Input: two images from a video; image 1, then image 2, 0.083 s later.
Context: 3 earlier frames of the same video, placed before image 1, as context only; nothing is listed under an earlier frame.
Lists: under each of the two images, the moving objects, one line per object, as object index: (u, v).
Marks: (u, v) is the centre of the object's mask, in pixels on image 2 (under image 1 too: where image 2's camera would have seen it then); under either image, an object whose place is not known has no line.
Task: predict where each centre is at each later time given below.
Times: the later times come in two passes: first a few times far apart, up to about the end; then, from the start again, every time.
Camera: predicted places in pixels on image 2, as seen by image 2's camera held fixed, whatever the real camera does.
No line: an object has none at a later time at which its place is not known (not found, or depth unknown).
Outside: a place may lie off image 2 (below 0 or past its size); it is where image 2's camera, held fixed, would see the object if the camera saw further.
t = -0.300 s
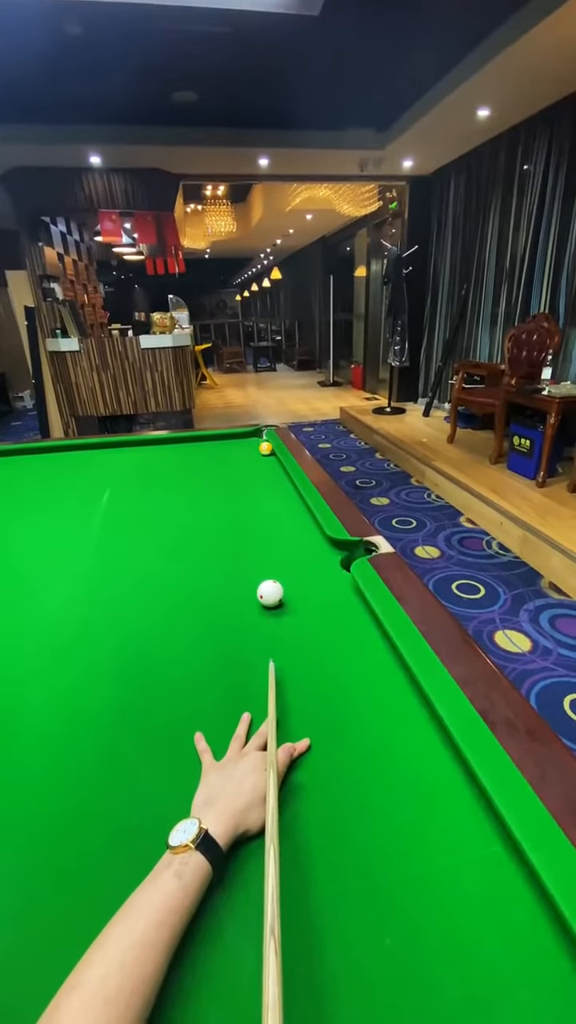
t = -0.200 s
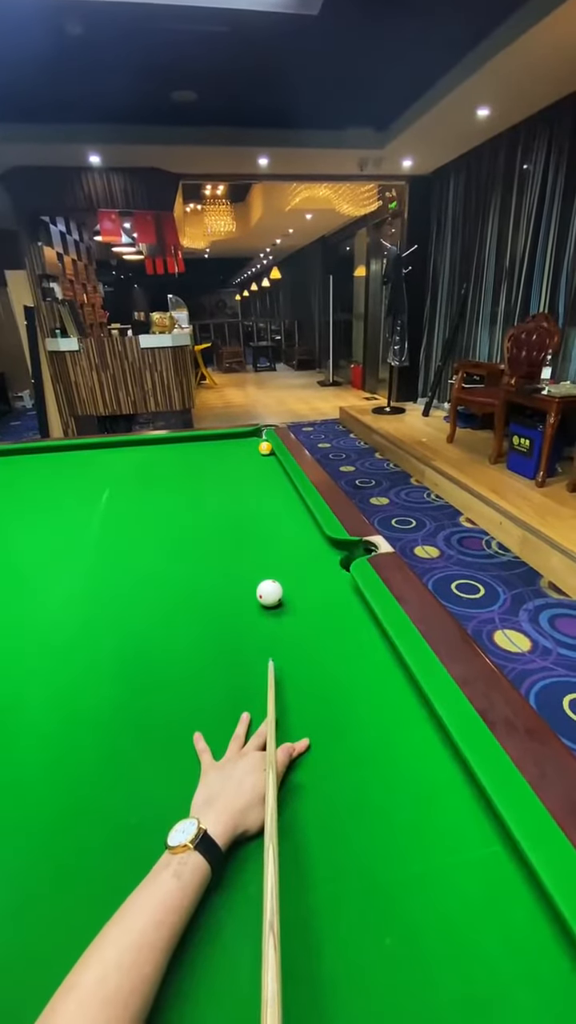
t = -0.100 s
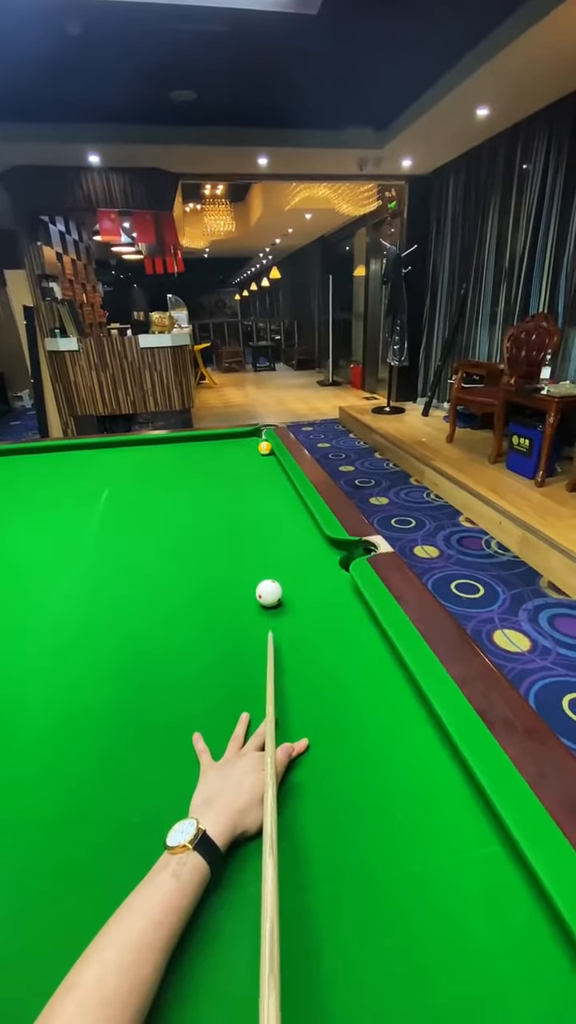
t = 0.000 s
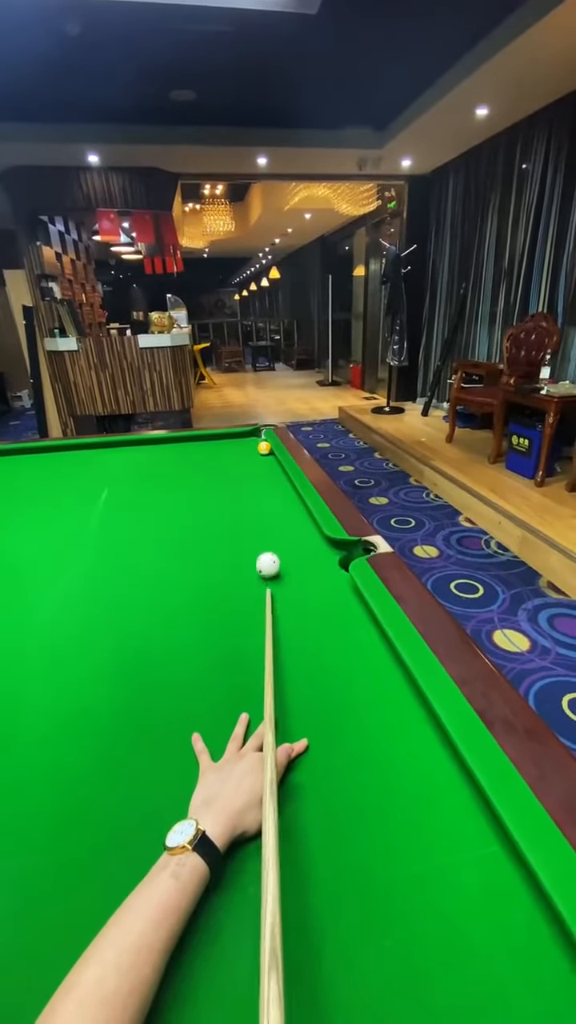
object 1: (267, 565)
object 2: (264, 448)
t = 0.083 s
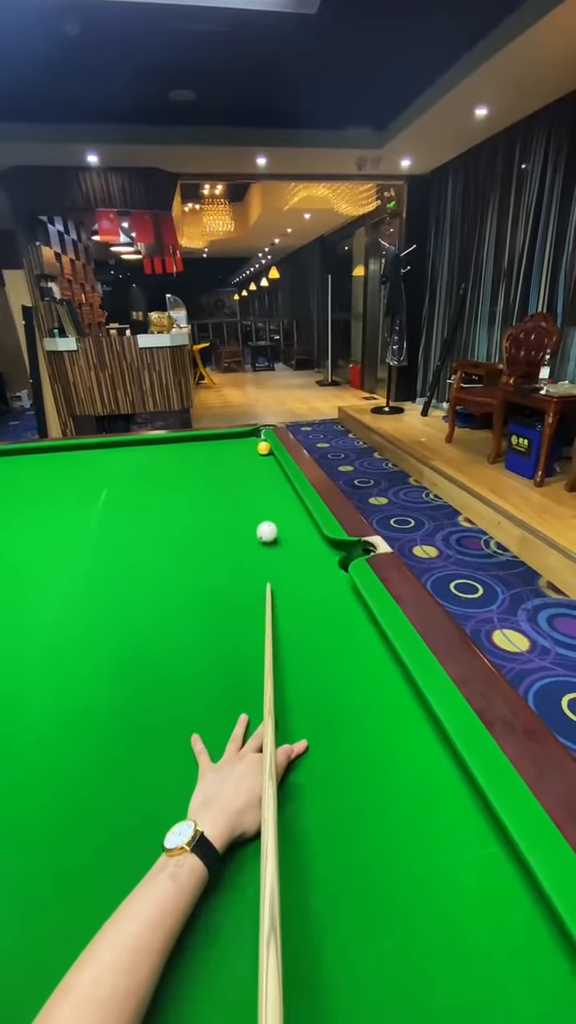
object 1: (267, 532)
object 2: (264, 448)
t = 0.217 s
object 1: (266, 497)
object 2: (264, 448)
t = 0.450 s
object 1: (266, 464)
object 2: (264, 448)
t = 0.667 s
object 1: (264, 452)
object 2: (261, 443)
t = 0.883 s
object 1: (258, 449)
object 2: (257, 436)
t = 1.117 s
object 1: (253, 447)
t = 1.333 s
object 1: (249, 445)
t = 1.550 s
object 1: (245, 444)
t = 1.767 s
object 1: (241, 443)
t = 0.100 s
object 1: (266, 526)
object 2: (264, 448)
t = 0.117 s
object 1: (266, 521)
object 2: (263, 448)
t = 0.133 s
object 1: (267, 516)
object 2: (264, 448)
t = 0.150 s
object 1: (266, 512)
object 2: (264, 448)
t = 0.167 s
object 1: (266, 508)
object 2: (264, 448)
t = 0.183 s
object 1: (266, 504)
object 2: (264, 448)
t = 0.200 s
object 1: (266, 500)
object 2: (264, 448)
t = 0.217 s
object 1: (266, 497)
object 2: (264, 448)
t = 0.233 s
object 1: (266, 494)
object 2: (264, 448)
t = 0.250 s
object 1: (266, 491)
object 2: (264, 448)
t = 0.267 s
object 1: (266, 488)
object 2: (263, 448)
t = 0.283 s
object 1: (266, 485)
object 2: (263, 448)
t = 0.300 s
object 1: (266, 482)
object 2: (264, 448)
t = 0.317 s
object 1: (266, 480)
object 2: (264, 448)
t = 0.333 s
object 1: (266, 478)
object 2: (264, 448)
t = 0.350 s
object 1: (266, 475)
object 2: (264, 448)
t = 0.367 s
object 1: (266, 473)
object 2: (264, 448)
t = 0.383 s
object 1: (266, 471)
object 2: (263, 448)
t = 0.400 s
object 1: (266, 470)
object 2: (264, 448)
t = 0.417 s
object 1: (266, 468)
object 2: (264, 448)
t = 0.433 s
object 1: (266, 466)
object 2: (264, 448)
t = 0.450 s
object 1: (266, 464)
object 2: (264, 448)
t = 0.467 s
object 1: (266, 463)
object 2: (263, 447)
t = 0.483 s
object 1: (266, 461)
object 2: (264, 447)
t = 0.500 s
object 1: (266, 460)
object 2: (263, 447)
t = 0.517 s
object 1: (266, 459)
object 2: (263, 447)
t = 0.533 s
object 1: (266, 457)
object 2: (263, 446)
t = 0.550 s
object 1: (266, 456)
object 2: (263, 446)
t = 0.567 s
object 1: (266, 455)
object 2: (263, 446)
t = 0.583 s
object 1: (266, 453)
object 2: (263, 445)
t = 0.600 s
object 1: (266, 452)
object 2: (262, 445)
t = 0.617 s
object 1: (265, 452)
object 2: (262, 444)
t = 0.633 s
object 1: (265, 452)
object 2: (262, 444)
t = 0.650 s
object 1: (265, 452)
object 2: (262, 443)
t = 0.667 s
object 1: (264, 452)
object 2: (261, 443)
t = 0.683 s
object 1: (264, 452)
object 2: (261, 443)
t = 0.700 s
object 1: (263, 451)
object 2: (260, 442)
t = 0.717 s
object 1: (262, 451)
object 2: (260, 442)
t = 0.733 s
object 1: (262, 451)
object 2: (259, 441)
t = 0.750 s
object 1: (261, 451)
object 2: (259, 440)
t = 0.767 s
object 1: (261, 451)
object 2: (259, 440)
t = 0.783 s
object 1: (261, 451)
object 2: (259, 439)
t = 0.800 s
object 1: (260, 450)
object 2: (258, 439)
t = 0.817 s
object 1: (260, 450)
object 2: (258, 438)
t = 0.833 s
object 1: (260, 450)
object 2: (257, 438)
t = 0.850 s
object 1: (259, 450)
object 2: (257, 437)
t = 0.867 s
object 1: (259, 449)
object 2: (257, 437)
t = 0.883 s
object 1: (258, 449)
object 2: (257, 436)
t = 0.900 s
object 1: (258, 449)
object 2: (257, 436)
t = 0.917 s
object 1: (257, 449)
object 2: (256, 435)
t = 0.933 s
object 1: (257, 449)
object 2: (256, 435)
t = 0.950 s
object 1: (257, 448)
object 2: (256, 434)
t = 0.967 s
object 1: (256, 448)
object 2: (255, 434)
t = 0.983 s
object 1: (256, 448)
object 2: (255, 433)
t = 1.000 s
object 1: (256, 448)
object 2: (255, 433)
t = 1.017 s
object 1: (256, 448)
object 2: (255, 432)
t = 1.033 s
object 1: (255, 447)
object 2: (255, 432)
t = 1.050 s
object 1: (254, 448)
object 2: (255, 431)
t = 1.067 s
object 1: (254, 448)
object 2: (256, 431)
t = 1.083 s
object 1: (254, 448)
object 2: (257, 431)
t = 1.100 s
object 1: (254, 447)
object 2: (258, 431)
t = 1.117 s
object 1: (253, 447)
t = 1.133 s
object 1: (253, 447)
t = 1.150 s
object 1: (253, 447)
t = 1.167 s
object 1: (252, 447)
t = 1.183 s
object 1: (251, 447)
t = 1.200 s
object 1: (251, 447)
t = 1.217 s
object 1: (251, 446)
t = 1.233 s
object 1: (250, 446)
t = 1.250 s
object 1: (250, 446)
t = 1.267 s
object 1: (250, 446)
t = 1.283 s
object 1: (250, 446)
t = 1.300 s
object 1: (249, 445)
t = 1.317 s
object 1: (249, 445)
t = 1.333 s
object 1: (249, 445)
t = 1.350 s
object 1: (249, 445)
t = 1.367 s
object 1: (248, 445)
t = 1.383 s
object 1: (248, 445)
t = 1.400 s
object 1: (247, 445)
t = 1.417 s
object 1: (247, 445)
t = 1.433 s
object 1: (247, 445)
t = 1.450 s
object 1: (247, 444)
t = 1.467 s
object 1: (246, 444)
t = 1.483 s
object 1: (246, 444)
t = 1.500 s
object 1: (246, 444)
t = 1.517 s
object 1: (245, 444)
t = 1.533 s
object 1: (245, 444)
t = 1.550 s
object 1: (245, 444)
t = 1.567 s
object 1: (245, 444)
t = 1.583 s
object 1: (244, 444)
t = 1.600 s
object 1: (244, 443)
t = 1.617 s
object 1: (244, 443)
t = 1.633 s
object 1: (243, 443)
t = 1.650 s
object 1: (243, 443)
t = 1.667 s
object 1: (243, 443)
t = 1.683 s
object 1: (243, 443)
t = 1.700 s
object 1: (242, 443)
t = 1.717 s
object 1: (242, 443)
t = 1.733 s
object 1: (242, 443)
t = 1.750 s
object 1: (241, 443)
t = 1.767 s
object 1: (241, 443)
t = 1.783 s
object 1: (241, 443)
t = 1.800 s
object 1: (241, 442)
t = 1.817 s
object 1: (240, 442)
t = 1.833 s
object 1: (240, 442)
